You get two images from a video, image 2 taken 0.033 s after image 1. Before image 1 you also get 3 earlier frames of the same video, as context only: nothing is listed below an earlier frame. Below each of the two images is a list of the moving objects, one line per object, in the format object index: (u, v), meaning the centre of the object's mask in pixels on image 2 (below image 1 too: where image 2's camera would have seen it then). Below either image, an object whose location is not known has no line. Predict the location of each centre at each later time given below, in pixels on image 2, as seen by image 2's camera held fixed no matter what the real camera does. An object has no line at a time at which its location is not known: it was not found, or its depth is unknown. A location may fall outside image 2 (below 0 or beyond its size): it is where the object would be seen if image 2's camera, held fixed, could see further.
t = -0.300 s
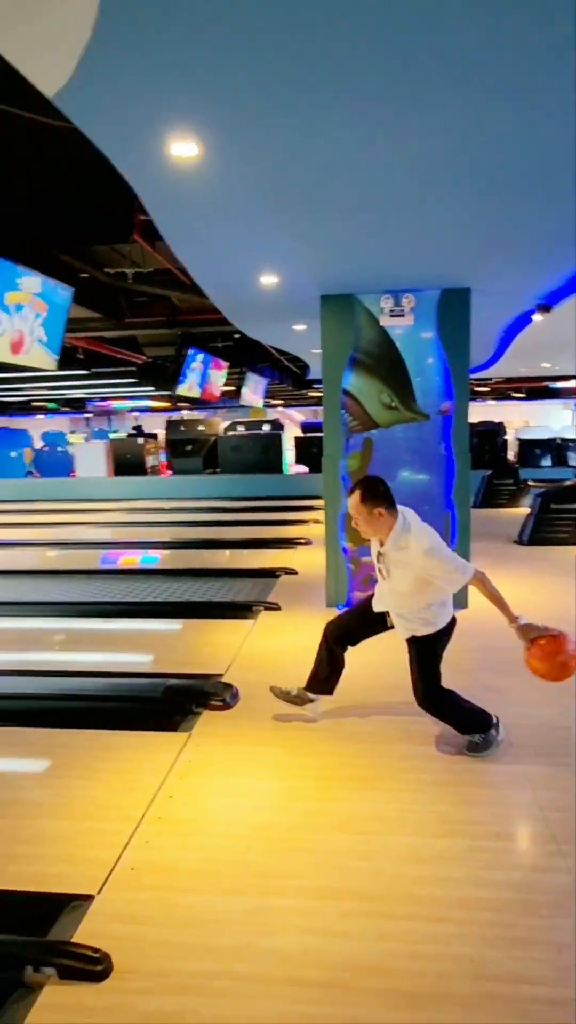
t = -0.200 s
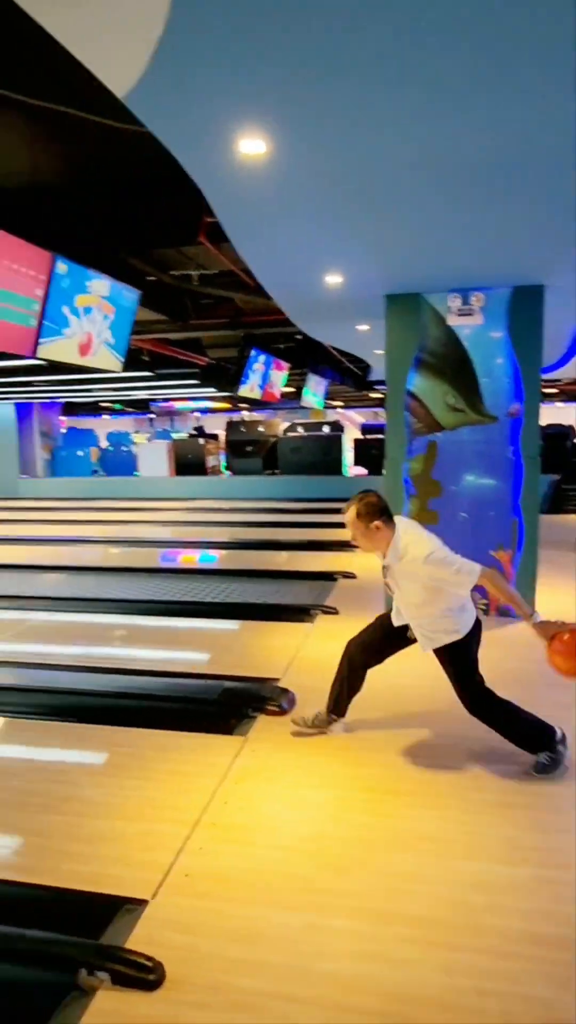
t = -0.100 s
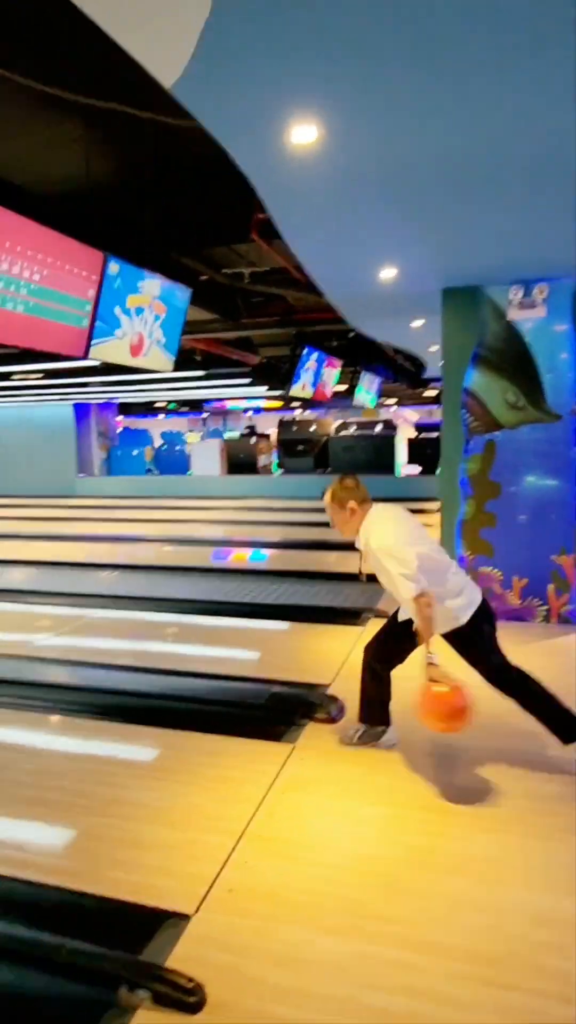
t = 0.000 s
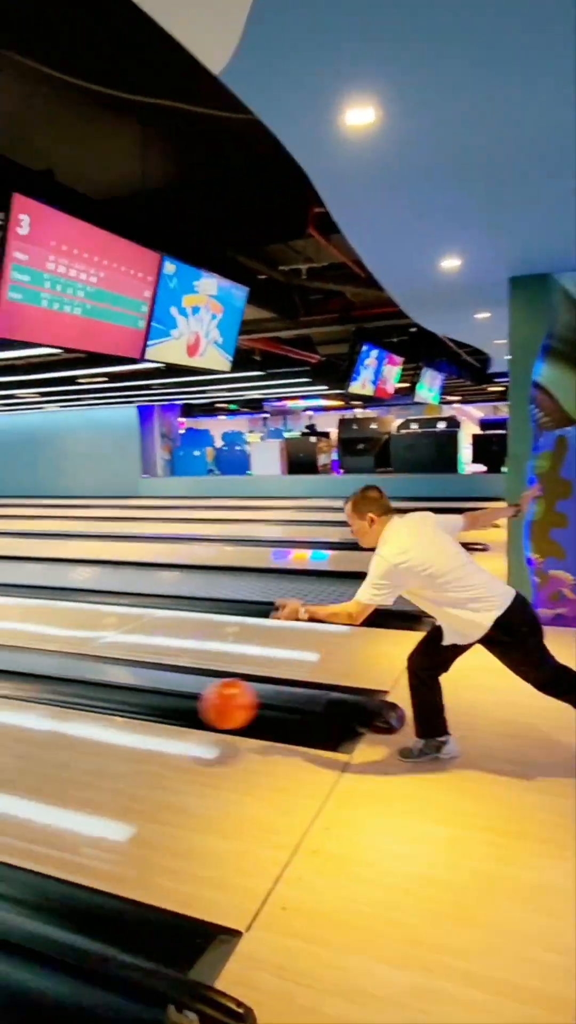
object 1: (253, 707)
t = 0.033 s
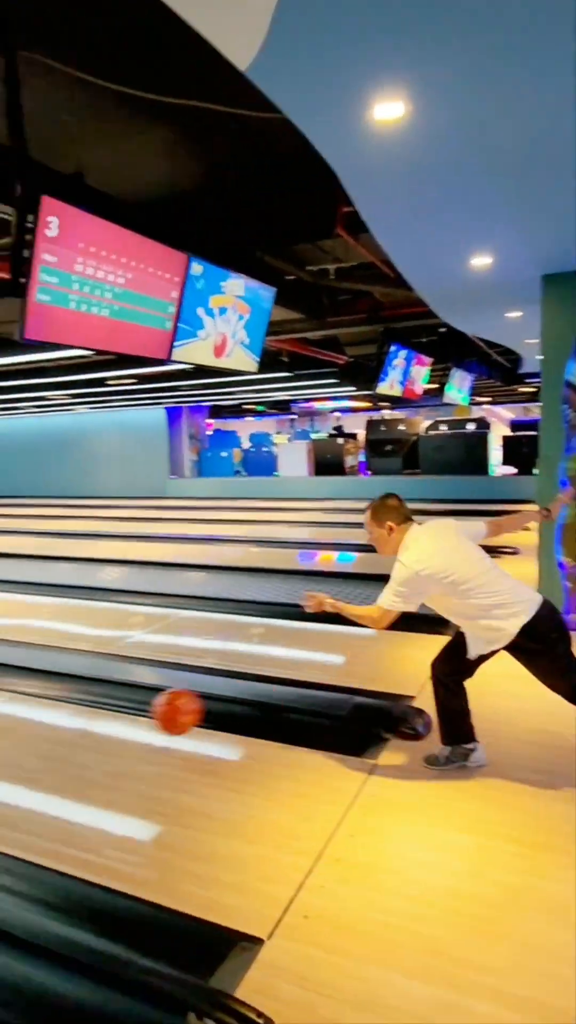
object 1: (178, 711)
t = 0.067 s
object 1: (109, 709)
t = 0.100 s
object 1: (50, 700)
